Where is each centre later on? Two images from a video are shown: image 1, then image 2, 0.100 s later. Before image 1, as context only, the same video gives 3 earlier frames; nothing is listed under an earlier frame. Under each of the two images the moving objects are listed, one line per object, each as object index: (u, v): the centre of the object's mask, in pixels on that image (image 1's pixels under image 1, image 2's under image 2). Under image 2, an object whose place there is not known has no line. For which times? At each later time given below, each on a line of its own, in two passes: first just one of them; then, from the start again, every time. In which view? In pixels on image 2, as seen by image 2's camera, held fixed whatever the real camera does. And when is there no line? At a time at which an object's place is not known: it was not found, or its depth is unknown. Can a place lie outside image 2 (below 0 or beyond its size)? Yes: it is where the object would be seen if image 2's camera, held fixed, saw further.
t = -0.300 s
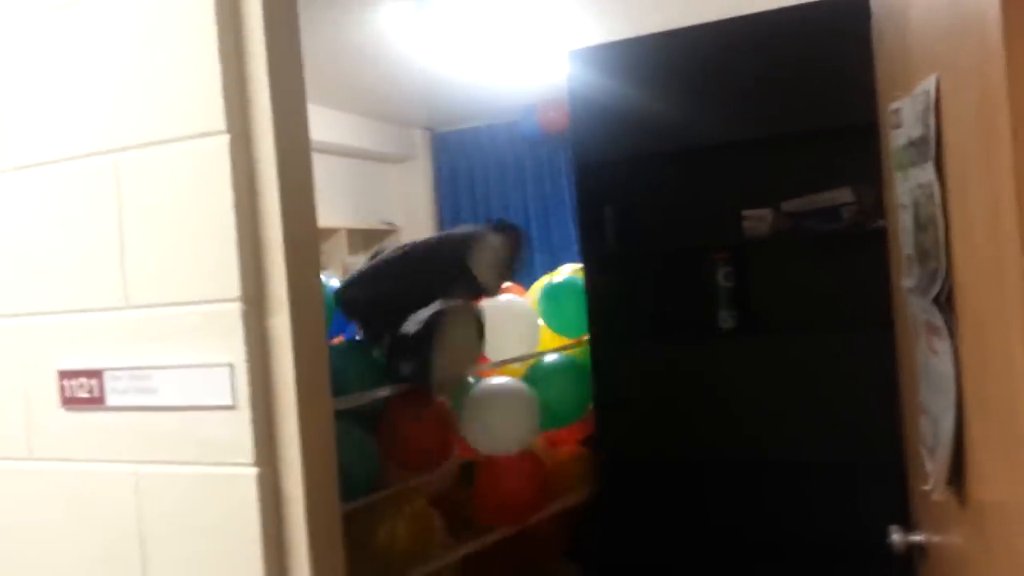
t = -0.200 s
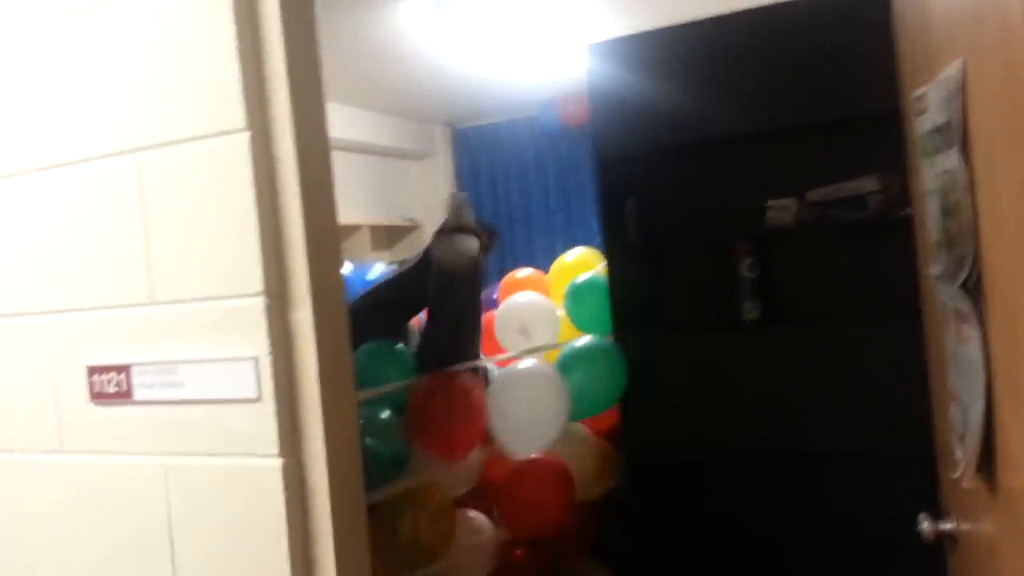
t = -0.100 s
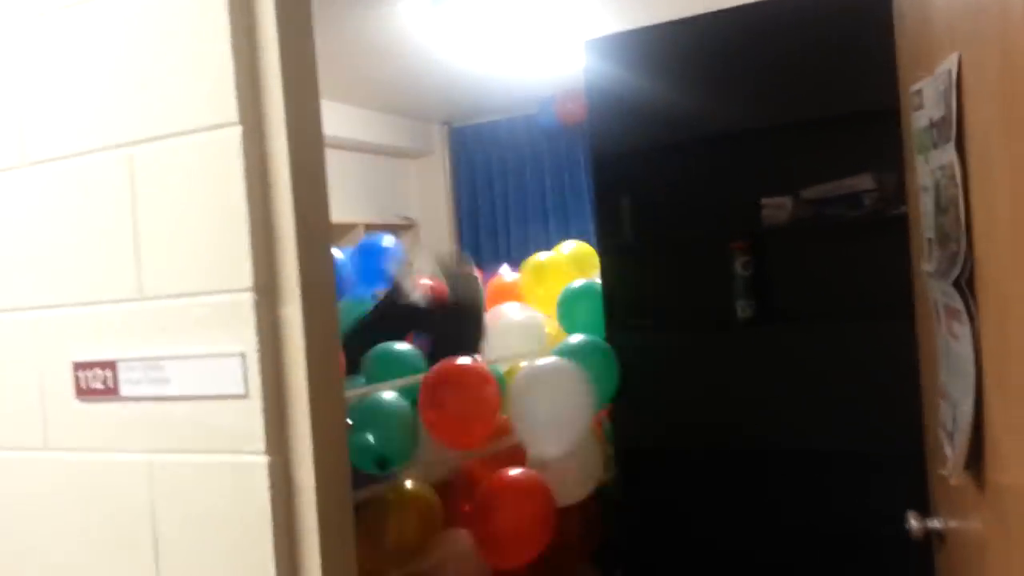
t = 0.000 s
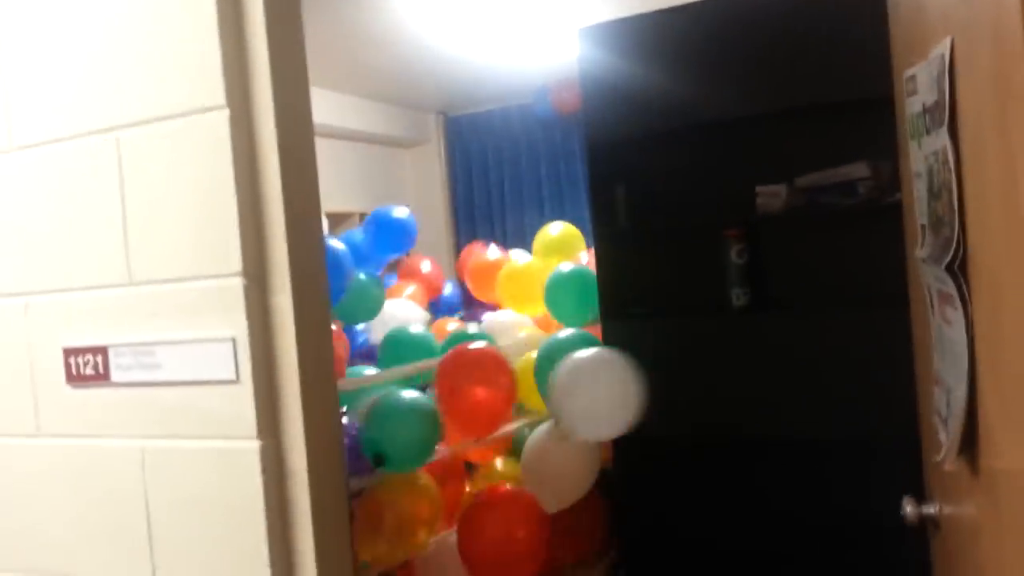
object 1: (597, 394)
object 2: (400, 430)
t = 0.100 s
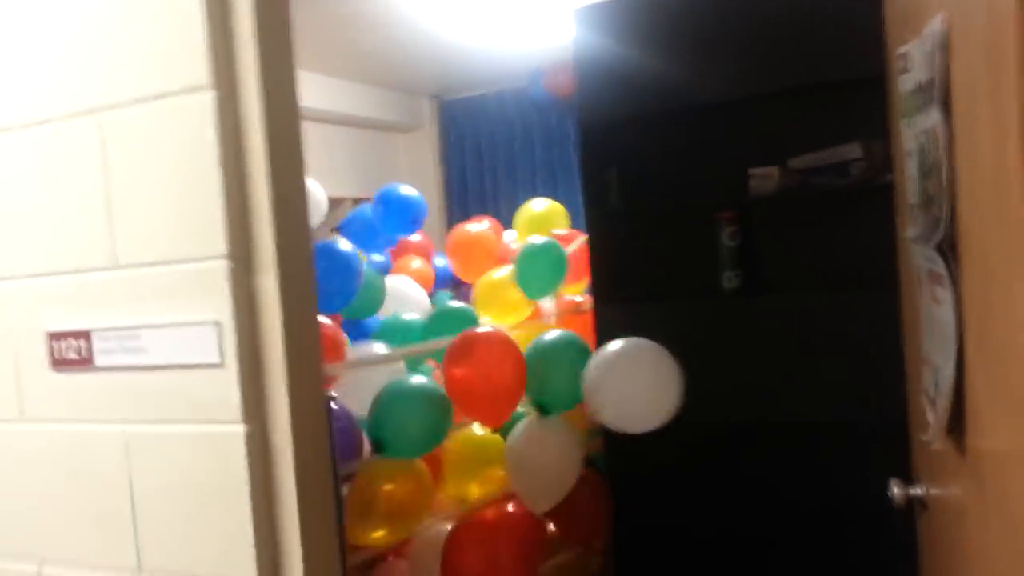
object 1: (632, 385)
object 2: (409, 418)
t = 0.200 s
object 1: (672, 396)
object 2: (419, 417)
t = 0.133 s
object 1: (651, 384)
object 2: (416, 413)
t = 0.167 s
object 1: (662, 390)
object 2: (417, 415)
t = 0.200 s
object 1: (672, 396)
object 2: (419, 417)
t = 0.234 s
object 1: (688, 401)
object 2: (425, 417)
